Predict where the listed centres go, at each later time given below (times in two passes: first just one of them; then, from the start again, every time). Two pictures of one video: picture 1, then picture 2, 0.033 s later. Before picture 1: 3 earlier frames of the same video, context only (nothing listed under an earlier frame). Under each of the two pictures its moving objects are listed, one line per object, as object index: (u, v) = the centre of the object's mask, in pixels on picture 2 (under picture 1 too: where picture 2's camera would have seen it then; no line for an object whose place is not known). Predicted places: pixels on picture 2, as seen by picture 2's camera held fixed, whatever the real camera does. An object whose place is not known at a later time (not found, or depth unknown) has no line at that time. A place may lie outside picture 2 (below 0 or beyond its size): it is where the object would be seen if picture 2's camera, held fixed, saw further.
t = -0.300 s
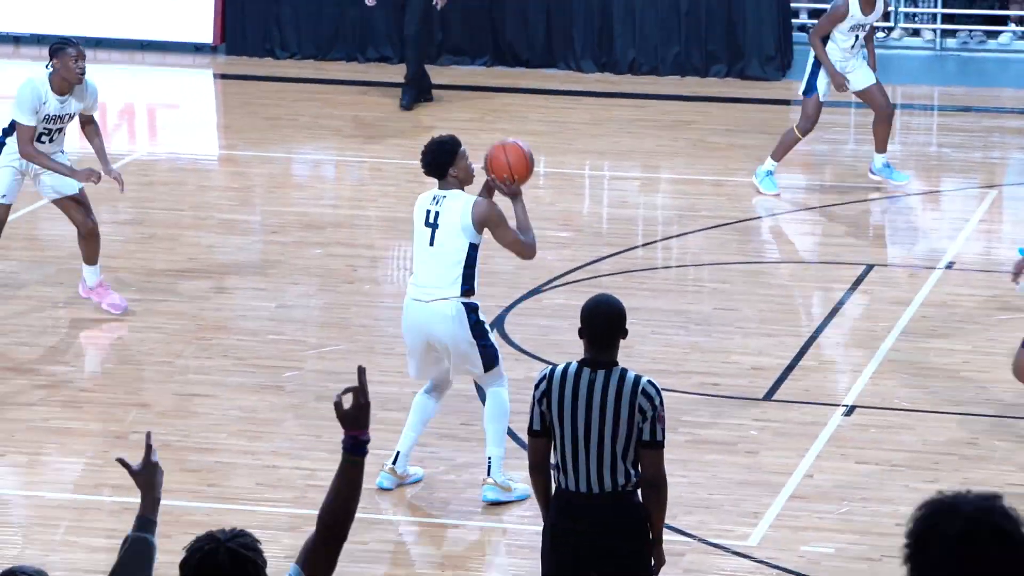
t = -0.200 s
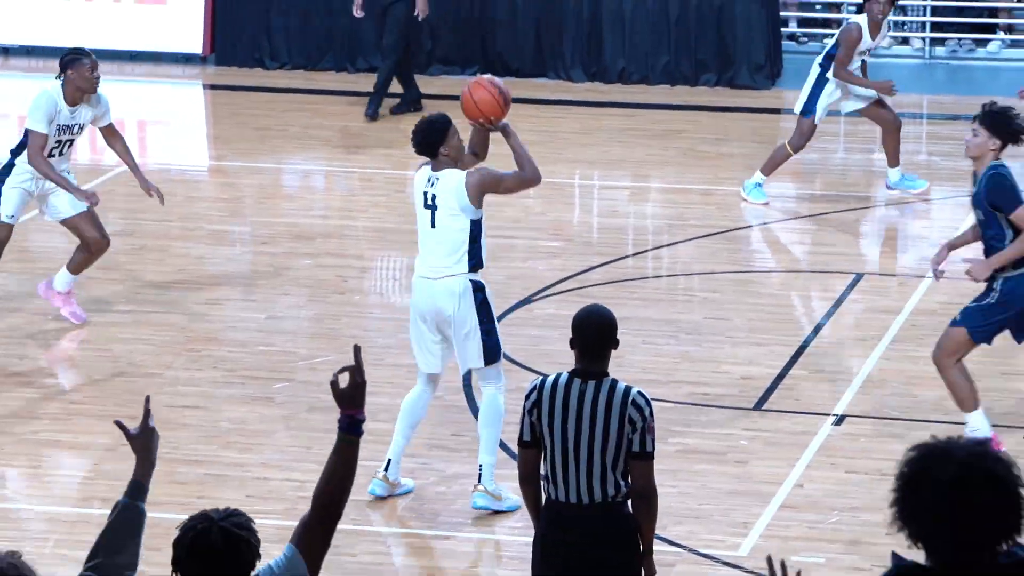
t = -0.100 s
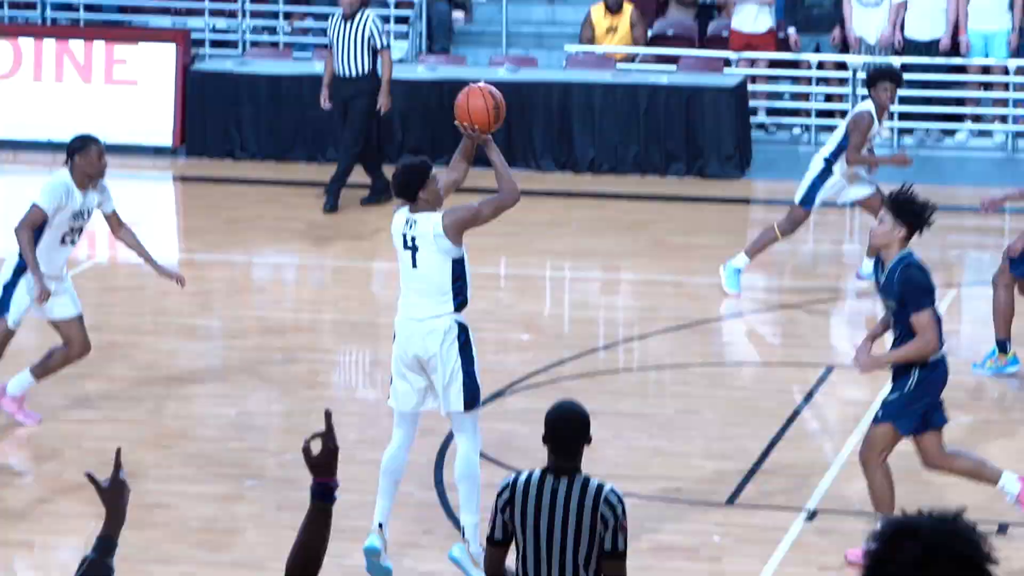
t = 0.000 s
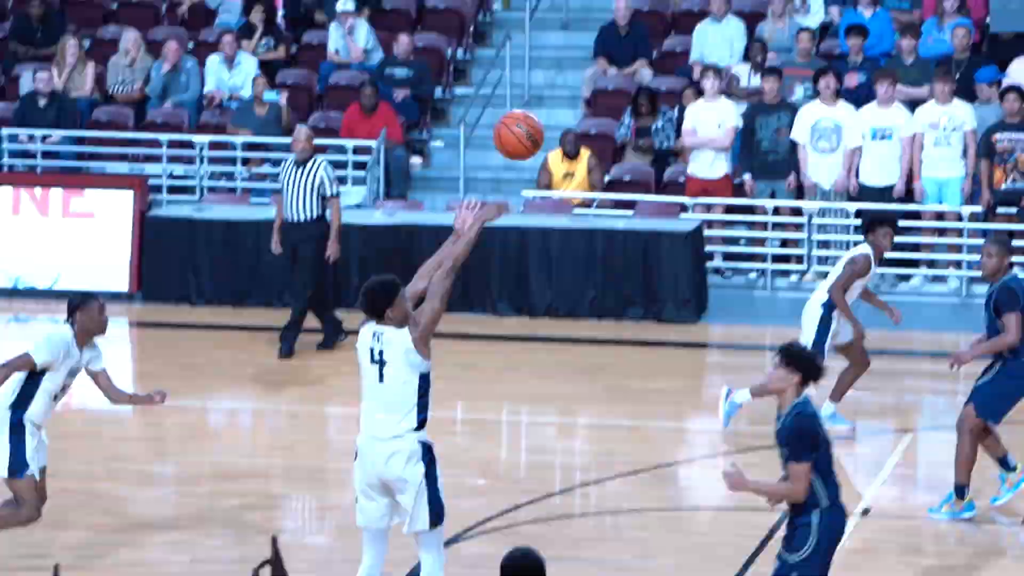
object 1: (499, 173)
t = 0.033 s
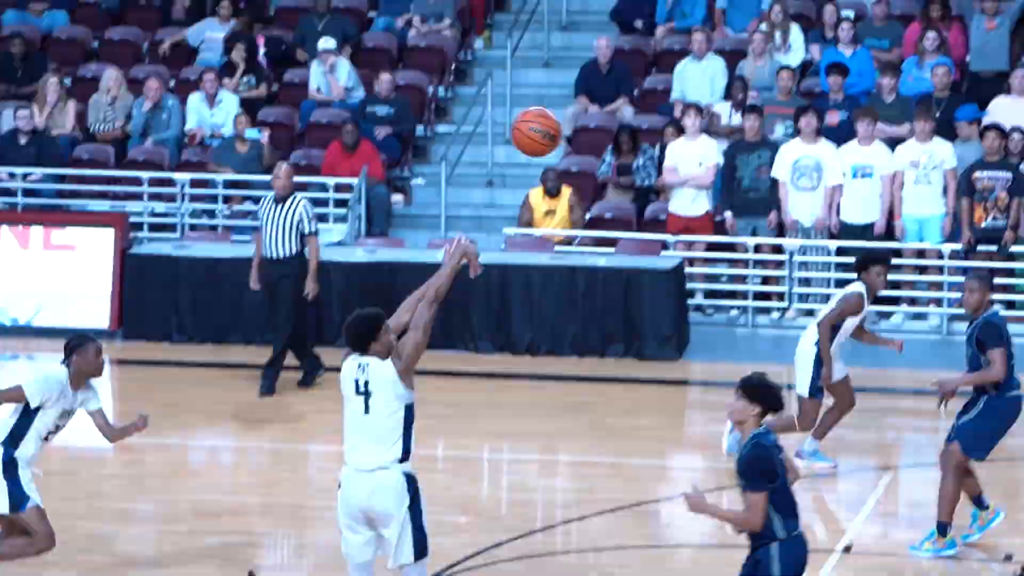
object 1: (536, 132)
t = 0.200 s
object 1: (714, -37)
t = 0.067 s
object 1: (573, 93)
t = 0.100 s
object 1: (609, 57)
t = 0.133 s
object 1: (644, 23)
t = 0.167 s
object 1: (679, -8)
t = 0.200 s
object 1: (714, -37)
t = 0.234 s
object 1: (749, -64)
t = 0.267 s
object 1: (785, -90)
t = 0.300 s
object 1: (820, -112)
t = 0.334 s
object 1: (855, -134)
